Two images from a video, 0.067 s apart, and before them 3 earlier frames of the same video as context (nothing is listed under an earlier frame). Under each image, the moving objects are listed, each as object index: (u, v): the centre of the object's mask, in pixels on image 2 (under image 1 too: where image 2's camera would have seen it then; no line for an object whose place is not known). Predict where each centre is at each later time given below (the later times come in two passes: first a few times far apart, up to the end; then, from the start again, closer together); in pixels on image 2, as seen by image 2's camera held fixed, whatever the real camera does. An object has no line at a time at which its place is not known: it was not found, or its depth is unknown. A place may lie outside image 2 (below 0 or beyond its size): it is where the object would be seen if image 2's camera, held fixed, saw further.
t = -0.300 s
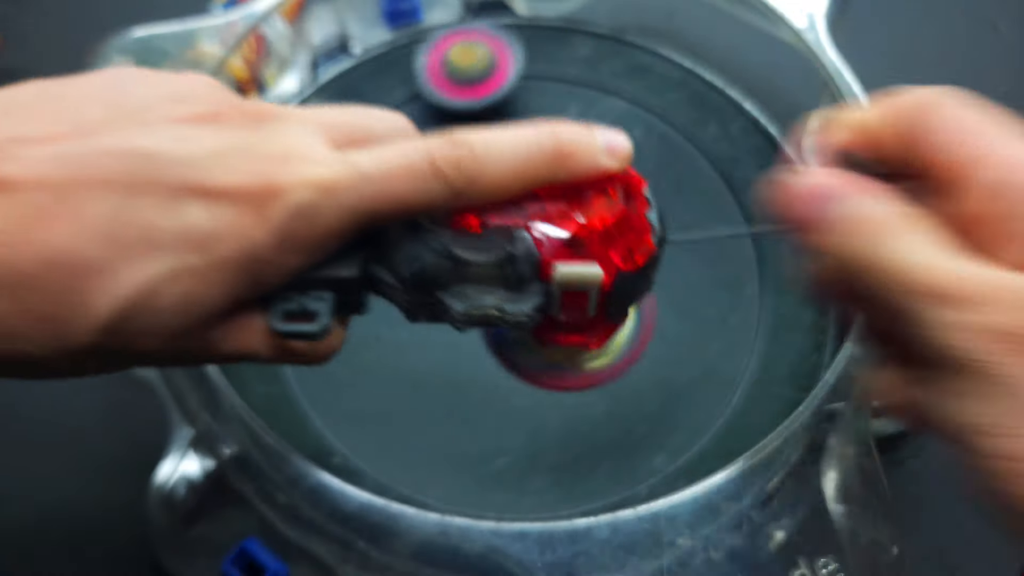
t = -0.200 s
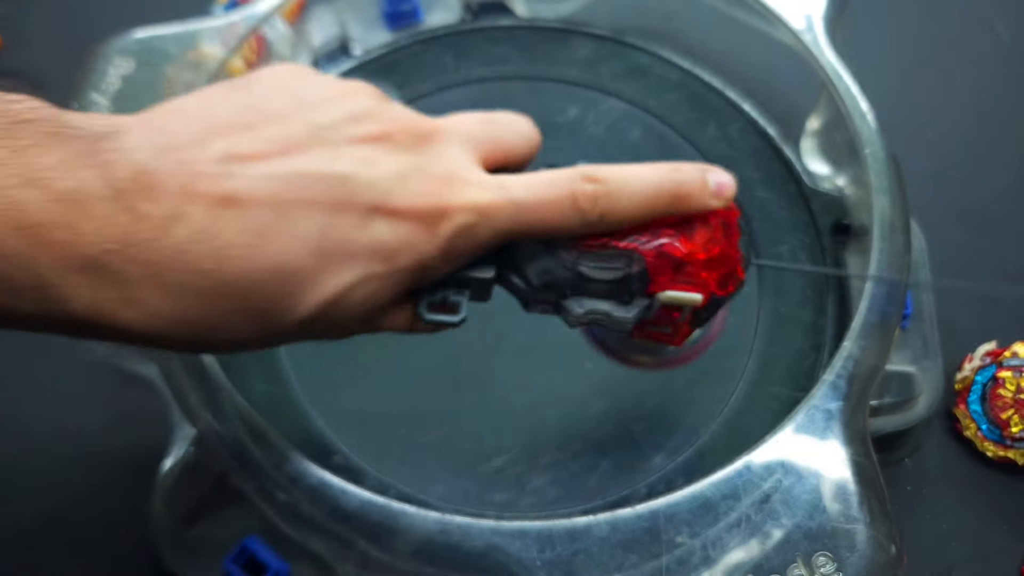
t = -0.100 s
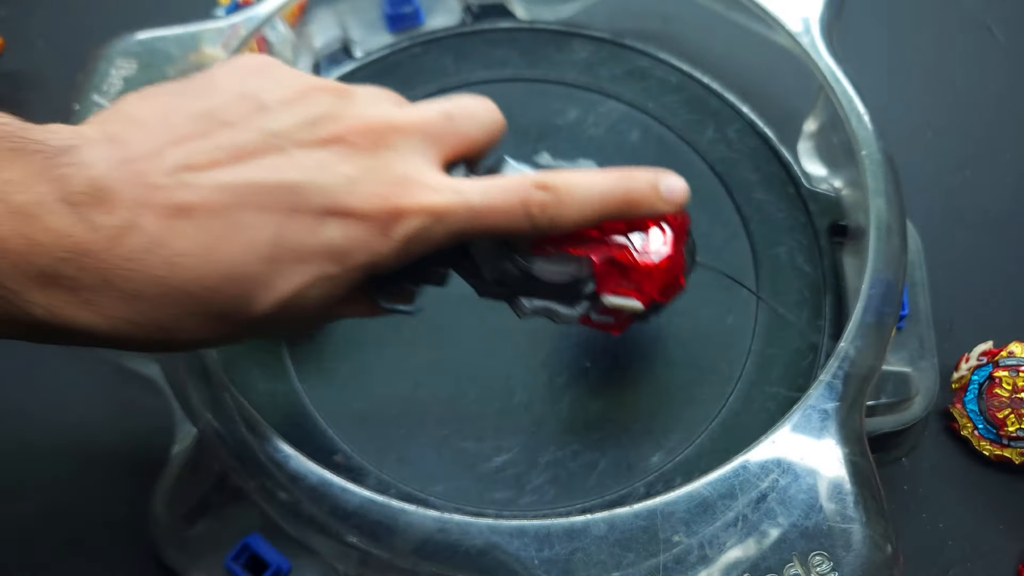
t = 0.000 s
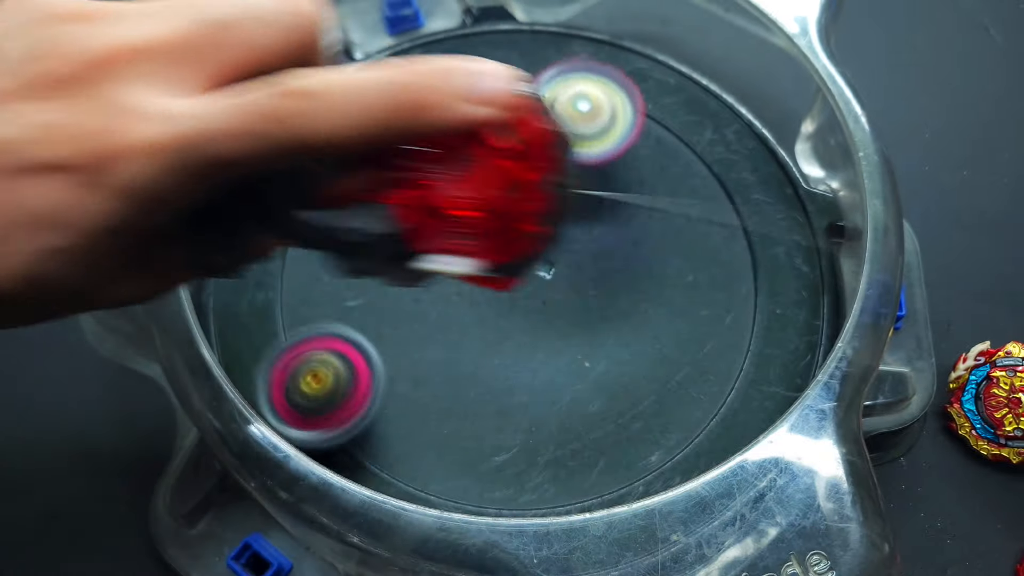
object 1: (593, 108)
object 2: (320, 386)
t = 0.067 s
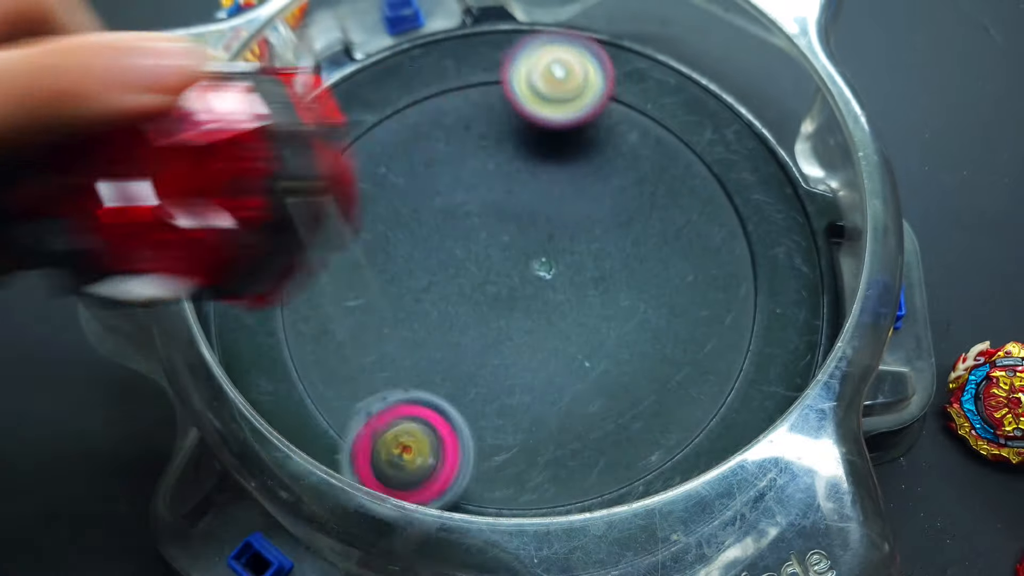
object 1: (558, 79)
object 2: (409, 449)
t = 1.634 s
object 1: (635, 101)
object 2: (582, 26)
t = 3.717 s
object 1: (292, 347)
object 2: (695, 239)
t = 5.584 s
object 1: (318, 312)
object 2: (272, 135)
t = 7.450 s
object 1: (359, 112)
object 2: (548, 345)
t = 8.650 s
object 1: (322, 209)
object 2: (376, 327)
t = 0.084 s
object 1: (547, 63)
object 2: (434, 458)
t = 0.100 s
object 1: (536, 48)
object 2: (460, 464)
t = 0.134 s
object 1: (514, 37)
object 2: (511, 471)
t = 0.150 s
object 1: (505, 36)
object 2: (538, 469)
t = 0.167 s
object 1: (495, 36)
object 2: (564, 466)
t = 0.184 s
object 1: (482, 37)
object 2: (588, 462)
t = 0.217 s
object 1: (458, 43)
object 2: (635, 445)
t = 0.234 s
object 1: (446, 52)
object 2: (656, 435)
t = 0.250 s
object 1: (434, 62)
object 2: (677, 422)
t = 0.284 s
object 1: (409, 85)
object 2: (708, 392)
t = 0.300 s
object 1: (396, 99)
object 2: (721, 375)
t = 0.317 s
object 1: (384, 110)
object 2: (731, 354)
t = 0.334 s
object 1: (371, 126)
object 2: (739, 335)
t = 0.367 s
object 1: (351, 163)
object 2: (748, 296)
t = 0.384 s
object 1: (341, 185)
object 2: (750, 277)
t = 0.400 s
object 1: (334, 209)
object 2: (750, 257)
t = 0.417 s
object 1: (328, 233)
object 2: (747, 238)
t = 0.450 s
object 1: (323, 289)
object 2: (735, 202)
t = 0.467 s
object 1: (325, 317)
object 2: (726, 185)
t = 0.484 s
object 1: (329, 347)
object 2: (717, 170)
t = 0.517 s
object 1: (353, 405)
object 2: (693, 142)
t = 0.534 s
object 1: (370, 427)
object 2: (678, 129)
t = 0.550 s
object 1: (386, 457)
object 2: (664, 118)
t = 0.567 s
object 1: (419, 474)
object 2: (649, 108)
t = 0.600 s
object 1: (486, 487)
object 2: (616, 90)
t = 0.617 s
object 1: (525, 490)
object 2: (600, 84)
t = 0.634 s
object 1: (560, 471)
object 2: (582, 78)
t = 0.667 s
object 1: (636, 450)
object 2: (548, 71)
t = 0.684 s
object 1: (668, 434)
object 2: (530, 69)
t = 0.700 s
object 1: (699, 412)
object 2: (511, 67)
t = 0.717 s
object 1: (725, 385)
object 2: (493, 67)
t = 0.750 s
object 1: (759, 318)
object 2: (456, 74)
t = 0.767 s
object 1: (763, 281)
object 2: (438, 80)
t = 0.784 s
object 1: (760, 246)
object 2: (420, 88)
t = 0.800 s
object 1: (749, 209)
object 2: (402, 96)
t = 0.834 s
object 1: (712, 148)
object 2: (369, 119)
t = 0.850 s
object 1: (686, 120)
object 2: (353, 132)
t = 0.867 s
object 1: (659, 99)
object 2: (340, 147)
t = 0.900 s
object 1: (589, 68)
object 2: (316, 181)
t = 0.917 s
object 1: (556, 63)
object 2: (307, 199)
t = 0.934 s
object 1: (517, 60)
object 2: (300, 218)
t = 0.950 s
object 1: (483, 63)
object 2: (295, 239)
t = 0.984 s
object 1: (413, 82)
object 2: (291, 283)
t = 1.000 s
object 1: (381, 99)
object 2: (293, 306)
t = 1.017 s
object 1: (354, 118)
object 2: (297, 328)
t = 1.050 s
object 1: (304, 170)
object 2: (314, 371)
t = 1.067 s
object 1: (288, 198)
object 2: (327, 390)
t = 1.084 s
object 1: (276, 231)
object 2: (342, 407)
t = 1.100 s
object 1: (271, 267)
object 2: (361, 422)
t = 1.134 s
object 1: (282, 339)
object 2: (404, 446)
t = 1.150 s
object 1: (301, 371)
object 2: (428, 455)
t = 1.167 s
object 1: (325, 399)
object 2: (453, 462)
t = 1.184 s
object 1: (352, 422)
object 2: (481, 467)
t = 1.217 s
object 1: (394, 443)
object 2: (572, 468)
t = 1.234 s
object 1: (416, 450)
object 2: (619, 458)
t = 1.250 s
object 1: (444, 458)
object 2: (665, 442)
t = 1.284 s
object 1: (502, 465)
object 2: (742, 400)
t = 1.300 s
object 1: (532, 467)
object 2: (769, 374)
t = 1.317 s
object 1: (565, 466)
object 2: (779, 344)
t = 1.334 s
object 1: (594, 463)
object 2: (784, 315)
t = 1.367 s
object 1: (656, 443)
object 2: (780, 253)
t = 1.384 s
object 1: (679, 429)
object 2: (776, 226)
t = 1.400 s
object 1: (705, 408)
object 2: (769, 199)
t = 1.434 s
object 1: (745, 362)
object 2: (753, 152)
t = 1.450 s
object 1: (757, 332)
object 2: (744, 129)
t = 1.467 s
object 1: (763, 303)
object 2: (735, 112)
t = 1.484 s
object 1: (765, 274)
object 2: (724, 93)
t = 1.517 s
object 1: (756, 218)
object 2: (698, 64)
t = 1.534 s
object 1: (745, 191)
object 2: (683, 51)
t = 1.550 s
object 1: (730, 165)
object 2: (668, 39)
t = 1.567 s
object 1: (714, 143)
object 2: (653, 32)
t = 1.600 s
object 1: (671, 103)
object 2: (614, 26)
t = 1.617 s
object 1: (650, 94)
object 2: (595, 23)
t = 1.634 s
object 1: (635, 101)
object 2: (582, 26)
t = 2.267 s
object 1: (754, 336)
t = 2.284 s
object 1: (761, 311)
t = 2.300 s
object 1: (764, 282)
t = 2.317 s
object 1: (763, 258)
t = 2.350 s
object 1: (752, 209)
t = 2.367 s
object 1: (743, 189)
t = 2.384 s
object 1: (733, 167)
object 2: (479, 341)
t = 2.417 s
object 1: (708, 131)
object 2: (503, 326)
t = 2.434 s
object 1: (690, 115)
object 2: (514, 318)
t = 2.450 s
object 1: (673, 101)
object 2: (525, 309)
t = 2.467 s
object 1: (656, 90)
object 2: (534, 300)
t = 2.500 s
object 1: (616, 70)
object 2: (551, 280)
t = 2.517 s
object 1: (596, 63)
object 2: (557, 270)
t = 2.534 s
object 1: (573, 59)
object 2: (562, 260)
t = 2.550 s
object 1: (549, 58)
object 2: (567, 249)
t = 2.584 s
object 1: (499, 55)
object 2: (574, 229)
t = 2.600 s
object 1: (475, 58)
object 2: (576, 217)
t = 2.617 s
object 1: (449, 64)
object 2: (577, 207)
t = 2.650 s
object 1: (400, 86)
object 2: (577, 186)
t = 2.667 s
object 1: (376, 97)
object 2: (575, 176)
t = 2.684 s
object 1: (354, 113)
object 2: (573, 165)
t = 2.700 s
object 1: (334, 134)
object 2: (570, 156)
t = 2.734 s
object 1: (299, 177)
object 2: (564, 137)
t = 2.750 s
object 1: (287, 202)
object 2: (561, 128)
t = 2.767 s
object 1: (280, 229)
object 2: (558, 120)
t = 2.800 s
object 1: (275, 287)
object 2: (553, 102)
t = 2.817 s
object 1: (279, 317)
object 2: (551, 94)
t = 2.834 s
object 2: (550, 86)
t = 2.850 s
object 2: (548, 79)
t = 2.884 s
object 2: (542, 65)
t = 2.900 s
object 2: (536, 62)
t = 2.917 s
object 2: (530, 62)
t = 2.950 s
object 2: (511, 69)
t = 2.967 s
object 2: (502, 74)
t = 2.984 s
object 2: (492, 79)
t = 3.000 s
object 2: (484, 83)
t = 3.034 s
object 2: (470, 92)
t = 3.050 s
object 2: (464, 97)
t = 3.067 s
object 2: (460, 102)
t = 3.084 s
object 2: (456, 109)
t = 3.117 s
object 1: (741, 365)
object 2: (452, 122)
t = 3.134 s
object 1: (752, 343)
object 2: (450, 130)
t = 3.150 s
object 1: (760, 316)
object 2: (448, 139)
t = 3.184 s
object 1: (765, 268)
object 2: (446, 157)
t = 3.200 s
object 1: (762, 242)
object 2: (446, 168)
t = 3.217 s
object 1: (757, 221)
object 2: (447, 177)
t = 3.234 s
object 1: (750, 199)
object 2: (449, 188)
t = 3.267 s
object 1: (730, 161)
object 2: (456, 208)
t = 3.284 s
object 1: (717, 141)
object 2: (461, 218)
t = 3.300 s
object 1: (703, 125)
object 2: (466, 228)
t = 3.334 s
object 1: (669, 97)
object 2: (480, 245)
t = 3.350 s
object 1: (651, 86)
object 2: (488, 253)
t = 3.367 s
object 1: (631, 76)
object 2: (496, 259)
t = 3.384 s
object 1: (608, 67)
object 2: (506, 266)
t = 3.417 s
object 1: (562, 57)
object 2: (525, 276)
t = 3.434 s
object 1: (535, 57)
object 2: (535, 280)
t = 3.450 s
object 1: (510, 56)
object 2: (546, 283)
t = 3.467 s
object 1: (486, 57)
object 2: (556, 286)
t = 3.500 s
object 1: (434, 70)
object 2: (578, 287)
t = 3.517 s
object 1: (411, 80)
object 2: (588, 286)
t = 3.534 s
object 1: (385, 94)
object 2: (599, 285)
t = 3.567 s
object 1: (344, 125)
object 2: (619, 280)
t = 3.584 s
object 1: (324, 145)
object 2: (628, 277)
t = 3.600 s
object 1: (307, 165)
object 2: (638, 273)
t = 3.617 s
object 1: (296, 187)
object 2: (647, 269)
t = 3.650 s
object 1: (279, 238)
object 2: (665, 260)
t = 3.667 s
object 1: (277, 264)
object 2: (673, 255)
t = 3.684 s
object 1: (277, 291)
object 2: (681, 250)
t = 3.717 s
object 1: (292, 347)
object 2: (695, 239)
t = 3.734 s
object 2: (701, 234)
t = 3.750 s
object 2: (706, 228)
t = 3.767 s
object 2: (710, 222)
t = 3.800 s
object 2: (715, 210)
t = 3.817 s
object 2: (715, 204)
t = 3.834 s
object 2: (714, 198)
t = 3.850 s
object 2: (712, 193)
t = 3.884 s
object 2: (704, 183)
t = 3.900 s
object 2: (698, 180)
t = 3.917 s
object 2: (692, 177)
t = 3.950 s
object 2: (678, 176)
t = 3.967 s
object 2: (670, 176)
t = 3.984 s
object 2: (661, 178)
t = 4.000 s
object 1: (704, 398)
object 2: (651, 180)
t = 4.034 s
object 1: (732, 359)
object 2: (631, 187)
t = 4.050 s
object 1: (741, 335)
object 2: (620, 191)
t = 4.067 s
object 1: (747, 313)
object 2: (610, 195)
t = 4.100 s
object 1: (752, 266)
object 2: (589, 205)
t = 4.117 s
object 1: (750, 245)
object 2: (579, 211)
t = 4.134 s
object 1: (746, 223)
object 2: (569, 217)
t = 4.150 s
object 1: (739, 201)
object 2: (559, 224)
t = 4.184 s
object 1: (719, 162)
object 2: (543, 238)
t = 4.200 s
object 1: (705, 145)
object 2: (537, 246)
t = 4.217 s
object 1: (692, 129)
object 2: (531, 253)
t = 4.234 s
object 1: (677, 113)
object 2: (525, 261)
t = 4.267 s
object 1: (645, 87)
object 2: (516, 277)
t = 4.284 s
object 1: (626, 75)
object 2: (513, 286)
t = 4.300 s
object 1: (609, 67)
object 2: (511, 295)
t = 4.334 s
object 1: (566, 60)
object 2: (509, 313)
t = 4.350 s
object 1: (544, 57)
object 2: (510, 322)
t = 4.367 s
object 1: (521, 57)
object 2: (512, 331)
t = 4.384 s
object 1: (496, 57)
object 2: (515, 339)
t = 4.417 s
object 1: (449, 67)
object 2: (524, 356)
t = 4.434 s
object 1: (424, 76)
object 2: (529, 363)
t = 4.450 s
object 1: (403, 86)
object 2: (536, 369)
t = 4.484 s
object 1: (359, 111)
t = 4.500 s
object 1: (341, 129)
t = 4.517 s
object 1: (324, 146)
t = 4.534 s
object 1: (309, 166)
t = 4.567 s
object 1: (288, 207)
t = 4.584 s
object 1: (281, 231)
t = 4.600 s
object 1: (277, 256)
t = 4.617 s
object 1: (277, 280)
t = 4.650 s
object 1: (285, 331)
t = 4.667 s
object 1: (295, 353)
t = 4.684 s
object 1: (309, 374)
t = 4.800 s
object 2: (652, 380)
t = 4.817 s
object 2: (651, 375)
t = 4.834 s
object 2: (650, 369)
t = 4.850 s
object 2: (648, 362)
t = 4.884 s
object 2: (645, 346)
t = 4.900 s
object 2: (651, 318)
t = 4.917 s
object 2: (654, 291)
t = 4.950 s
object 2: (658, 241)
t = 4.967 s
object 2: (659, 220)
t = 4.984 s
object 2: (657, 199)
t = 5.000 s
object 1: (653, 394)
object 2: (654, 179)
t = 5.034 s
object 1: (667, 369)
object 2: (643, 147)
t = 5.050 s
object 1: (675, 355)
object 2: (637, 132)
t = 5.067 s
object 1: (681, 343)
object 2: (630, 120)
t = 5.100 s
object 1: (692, 314)
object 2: (613, 100)
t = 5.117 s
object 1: (694, 300)
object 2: (604, 93)
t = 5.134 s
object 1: (695, 285)
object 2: (593, 86)
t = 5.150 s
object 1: (693, 270)
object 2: (582, 80)
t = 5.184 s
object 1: (683, 240)
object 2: (558, 71)
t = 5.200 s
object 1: (674, 226)
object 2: (546, 67)
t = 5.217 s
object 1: (664, 213)
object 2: (533, 64)
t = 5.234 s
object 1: (651, 201)
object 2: (520, 63)
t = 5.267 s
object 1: (621, 181)
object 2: (494, 69)
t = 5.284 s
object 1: (603, 172)
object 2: (481, 73)
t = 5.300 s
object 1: (585, 166)
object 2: (469, 76)
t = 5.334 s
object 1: (546, 157)
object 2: (444, 82)
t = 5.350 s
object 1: (525, 155)
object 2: (432, 86)
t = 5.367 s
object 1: (505, 155)
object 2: (420, 90)
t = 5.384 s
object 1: (486, 160)
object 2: (408, 89)
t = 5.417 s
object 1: (450, 173)
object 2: (378, 91)
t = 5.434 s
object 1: (430, 181)
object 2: (363, 96)
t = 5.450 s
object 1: (412, 191)
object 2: (352, 99)
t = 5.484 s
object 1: (379, 213)
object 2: (326, 106)
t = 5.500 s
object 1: (364, 226)
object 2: (316, 111)
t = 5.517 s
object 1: (352, 241)
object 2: (306, 115)
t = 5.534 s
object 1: (340, 257)
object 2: (296, 120)
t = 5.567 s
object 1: (323, 292)
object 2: (280, 130)
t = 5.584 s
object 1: (318, 312)
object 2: (272, 135)
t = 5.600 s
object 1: (315, 333)
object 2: (264, 141)
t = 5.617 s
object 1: (315, 353)
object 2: (258, 147)
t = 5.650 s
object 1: (326, 392)
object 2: (249, 160)
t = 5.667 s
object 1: (337, 407)
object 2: (246, 166)
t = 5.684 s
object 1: (358, 420)
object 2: (243, 173)
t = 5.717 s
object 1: (406, 442)
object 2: (237, 187)
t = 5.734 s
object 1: (428, 450)
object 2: (236, 196)
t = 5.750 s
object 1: (454, 457)
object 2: (235, 204)
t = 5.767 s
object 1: (478, 463)
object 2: (235, 212)
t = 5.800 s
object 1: (526, 469)
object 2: (236, 230)
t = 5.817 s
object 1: (550, 468)
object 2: (238, 239)
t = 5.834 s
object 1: (572, 466)
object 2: (240, 248)
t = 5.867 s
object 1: (620, 454)
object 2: (250, 269)
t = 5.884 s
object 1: (638, 446)
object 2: (257, 279)
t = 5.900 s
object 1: (658, 434)
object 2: (266, 287)
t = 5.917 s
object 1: (674, 423)
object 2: (274, 296)
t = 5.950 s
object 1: (703, 393)
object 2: (299, 317)
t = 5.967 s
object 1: (711, 376)
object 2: (313, 325)
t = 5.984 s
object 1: (718, 357)
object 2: (328, 333)
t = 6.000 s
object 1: (722, 336)
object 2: (344, 340)
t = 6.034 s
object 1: (722, 298)
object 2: (375, 349)
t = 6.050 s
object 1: (719, 278)
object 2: (391, 352)
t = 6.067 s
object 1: (714, 262)
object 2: (406, 355)
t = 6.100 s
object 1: (697, 227)
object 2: (439, 355)
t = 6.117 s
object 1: (686, 212)
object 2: (454, 352)
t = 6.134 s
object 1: (673, 197)
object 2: (469, 349)
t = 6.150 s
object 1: (659, 185)
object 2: (484, 345)
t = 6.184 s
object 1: (627, 161)
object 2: (512, 335)
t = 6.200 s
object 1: (610, 152)
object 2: (527, 328)
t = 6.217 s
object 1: (592, 144)
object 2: (540, 321)
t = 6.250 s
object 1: (554, 131)
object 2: (563, 304)
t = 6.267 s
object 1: (535, 126)
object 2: (573, 295)
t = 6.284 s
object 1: (514, 121)
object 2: (584, 286)
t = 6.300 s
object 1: (495, 119)
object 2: (593, 276)
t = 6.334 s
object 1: (455, 116)
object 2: (605, 255)
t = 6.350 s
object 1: (436, 116)
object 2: (609, 245)
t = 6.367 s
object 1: (416, 118)
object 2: (613, 235)
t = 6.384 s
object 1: (396, 123)
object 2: (616, 226)
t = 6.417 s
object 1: (361, 135)
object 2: (619, 207)
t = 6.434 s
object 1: (343, 145)
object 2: (618, 198)
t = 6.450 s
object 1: (327, 155)
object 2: (616, 191)
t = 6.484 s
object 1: (298, 181)
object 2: (612, 177)
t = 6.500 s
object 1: (291, 199)
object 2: (611, 171)
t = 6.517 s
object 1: (286, 218)
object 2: (608, 164)
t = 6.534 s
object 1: (280, 237)
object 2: (605, 157)
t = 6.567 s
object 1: (279, 278)
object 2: (599, 148)
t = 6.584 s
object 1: (283, 301)
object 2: (595, 143)
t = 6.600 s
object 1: (287, 322)
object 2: (593, 138)
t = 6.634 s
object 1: (302, 363)
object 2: (586, 129)
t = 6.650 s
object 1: (317, 382)
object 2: (582, 126)
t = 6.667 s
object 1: (333, 398)
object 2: (579, 123)
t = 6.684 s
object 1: (349, 412)
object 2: (576, 120)
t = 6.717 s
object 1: (388, 437)
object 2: (571, 115)
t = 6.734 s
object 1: (408, 446)
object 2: (567, 113)
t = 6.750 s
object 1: (432, 454)
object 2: (564, 111)
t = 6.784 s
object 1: (478, 462)
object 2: (558, 110)
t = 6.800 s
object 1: (503, 462)
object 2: (555, 109)
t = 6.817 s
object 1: (527, 461)
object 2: (552, 109)
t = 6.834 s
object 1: (550, 456)
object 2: (547, 110)
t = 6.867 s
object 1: (593, 442)
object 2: (540, 113)
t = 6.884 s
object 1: (610, 429)
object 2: (536, 115)
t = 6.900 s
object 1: (626, 413)
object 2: (531, 118)
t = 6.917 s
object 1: (640, 398)
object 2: (526, 121)
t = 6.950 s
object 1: (661, 363)
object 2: (517, 129)
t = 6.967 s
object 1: (669, 347)
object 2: (512, 134)
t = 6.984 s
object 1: (675, 328)
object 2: (506, 140)
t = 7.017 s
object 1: (683, 291)
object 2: (494, 154)
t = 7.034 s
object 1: (683, 273)
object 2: (488, 162)
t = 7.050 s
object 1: (682, 255)
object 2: (483, 170)
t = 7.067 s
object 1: (678, 237)
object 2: (479, 179)
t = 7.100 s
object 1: (666, 202)
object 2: (471, 197)
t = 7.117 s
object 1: (657, 187)
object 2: (468, 207)
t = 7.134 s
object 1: (646, 171)
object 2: (466, 217)
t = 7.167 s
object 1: (622, 146)
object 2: (464, 235)
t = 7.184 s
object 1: (608, 133)
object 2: (464, 244)
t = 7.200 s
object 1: (594, 123)
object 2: (464, 254)
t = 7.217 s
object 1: (580, 114)
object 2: (466, 262)
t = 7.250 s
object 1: (550, 96)
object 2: (472, 278)
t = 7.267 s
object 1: (536, 88)
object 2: (475, 285)
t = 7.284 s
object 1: (520, 81)
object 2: (478, 293)
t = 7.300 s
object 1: (505, 76)
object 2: (483, 301)
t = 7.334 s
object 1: (471, 68)
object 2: (495, 313)
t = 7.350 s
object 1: (455, 67)
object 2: (502, 319)
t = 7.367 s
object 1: (438, 69)
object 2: (510, 325)
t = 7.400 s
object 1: (408, 87)
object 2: (525, 336)
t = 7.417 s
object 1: (392, 97)
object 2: (533, 340)
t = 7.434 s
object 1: (374, 103)
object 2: (541, 343)
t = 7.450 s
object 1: (359, 112)
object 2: (548, 345)
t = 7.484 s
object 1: (333, 140)
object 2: (562, 349)
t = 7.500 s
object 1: (321, 155)
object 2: (570, 350)
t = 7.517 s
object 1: (311, 170)
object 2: (577, 350)
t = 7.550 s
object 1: (293, 202)
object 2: (590, 350)
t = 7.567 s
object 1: (287, 219)
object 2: (597, 350)
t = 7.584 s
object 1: (283, 237)
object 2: (605, 349)
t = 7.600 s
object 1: (282, 256)
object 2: (611, 347)
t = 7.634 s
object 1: (285, 294)
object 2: (623, 343)
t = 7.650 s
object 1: (292, 313)
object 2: (629, 341)
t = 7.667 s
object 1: (299, 331)
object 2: (634, 339)
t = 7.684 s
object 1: (310, 349)
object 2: (640, 335)
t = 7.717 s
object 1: (338, 381)
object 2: (648, 330)
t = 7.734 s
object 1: (355, 394)
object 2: (651, 327)
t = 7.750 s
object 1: (376, 406)
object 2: (655, 323)
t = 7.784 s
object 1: (419, 422)
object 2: (657, 315)
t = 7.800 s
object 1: (443, 427)
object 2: (658, 311)
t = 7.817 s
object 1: (464, 430)
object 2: (658, 307)
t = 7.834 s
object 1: (487, 430)
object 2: (657, 302)
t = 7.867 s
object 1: (532, 422)
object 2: (652, 292)
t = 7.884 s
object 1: (552, 415)
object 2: (648, 287)
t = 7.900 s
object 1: (573, 405)
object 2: (644, 282)
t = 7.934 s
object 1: (607, 382)
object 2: (633, 270)
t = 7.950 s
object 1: (621, 373)
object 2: (629, 261)
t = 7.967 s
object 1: (634, 365)
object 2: (624, 250)
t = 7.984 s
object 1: (647, 355)
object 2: (618, 239)
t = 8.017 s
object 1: (668, 332)
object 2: (605, 224)
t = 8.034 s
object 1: (678, 317)
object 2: (597, 217)
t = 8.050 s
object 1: (687, 302)
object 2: (588, 212)
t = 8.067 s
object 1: (692, 288)
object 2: (579, 208)
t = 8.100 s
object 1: (701, 255)
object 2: (561, 201)
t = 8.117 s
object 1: (702, 239)
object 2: (552, 198)
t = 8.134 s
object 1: (702, 221)
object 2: (542, 196)
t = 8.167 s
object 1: (694, 191)
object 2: (523, 193)
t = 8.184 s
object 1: (687, 175)
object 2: (513, 191)
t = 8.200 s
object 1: (679, 162)
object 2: (503, 190)
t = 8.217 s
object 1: (671, 149)
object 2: (494, 190)
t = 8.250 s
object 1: (649, 126)
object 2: (475, 191)
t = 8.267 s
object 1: (636, 115)
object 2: (466, 192)
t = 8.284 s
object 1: (623, 106)
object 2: (456, 194)
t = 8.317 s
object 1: (596, 90)
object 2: (439, 198)
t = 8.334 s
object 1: (583, 84)
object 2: (430, 201)
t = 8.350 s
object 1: (569, 79)
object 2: (422, 203)
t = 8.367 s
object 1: (555, 74)
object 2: (414, 208)
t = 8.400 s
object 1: (524, 69)
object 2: (400, 217)
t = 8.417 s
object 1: (508, 68)
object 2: (394, 222)
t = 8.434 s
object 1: (491, 68)
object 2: (388, 228)
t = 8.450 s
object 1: (475, 71)
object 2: (382, 234)
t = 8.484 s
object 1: (441, 80)
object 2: (374, 248)
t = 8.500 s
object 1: (426, 87)
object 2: (370, 255)
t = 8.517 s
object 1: (409, 96)
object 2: (368, 263)
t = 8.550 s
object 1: (380, 117)
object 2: (365, 279)
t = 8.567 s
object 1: (366, 129)
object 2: (365, 287)
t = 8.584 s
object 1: (354, 143)
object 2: (365, 295)
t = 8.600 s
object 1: (344, 158)
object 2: (366, 304)
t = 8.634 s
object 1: (328, 193)
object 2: (373, 320)
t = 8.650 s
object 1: (322, 209)
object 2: (376, 327)
